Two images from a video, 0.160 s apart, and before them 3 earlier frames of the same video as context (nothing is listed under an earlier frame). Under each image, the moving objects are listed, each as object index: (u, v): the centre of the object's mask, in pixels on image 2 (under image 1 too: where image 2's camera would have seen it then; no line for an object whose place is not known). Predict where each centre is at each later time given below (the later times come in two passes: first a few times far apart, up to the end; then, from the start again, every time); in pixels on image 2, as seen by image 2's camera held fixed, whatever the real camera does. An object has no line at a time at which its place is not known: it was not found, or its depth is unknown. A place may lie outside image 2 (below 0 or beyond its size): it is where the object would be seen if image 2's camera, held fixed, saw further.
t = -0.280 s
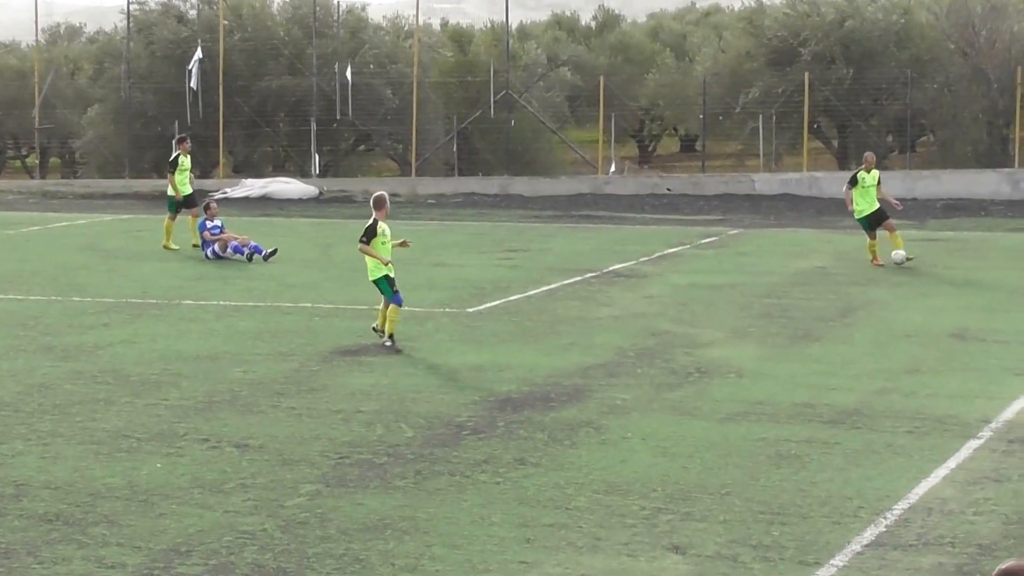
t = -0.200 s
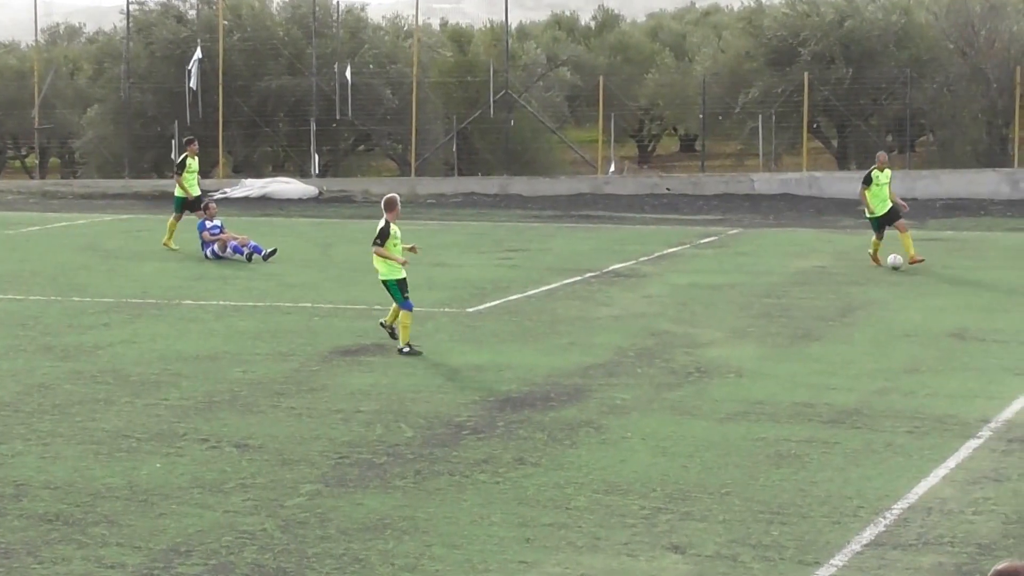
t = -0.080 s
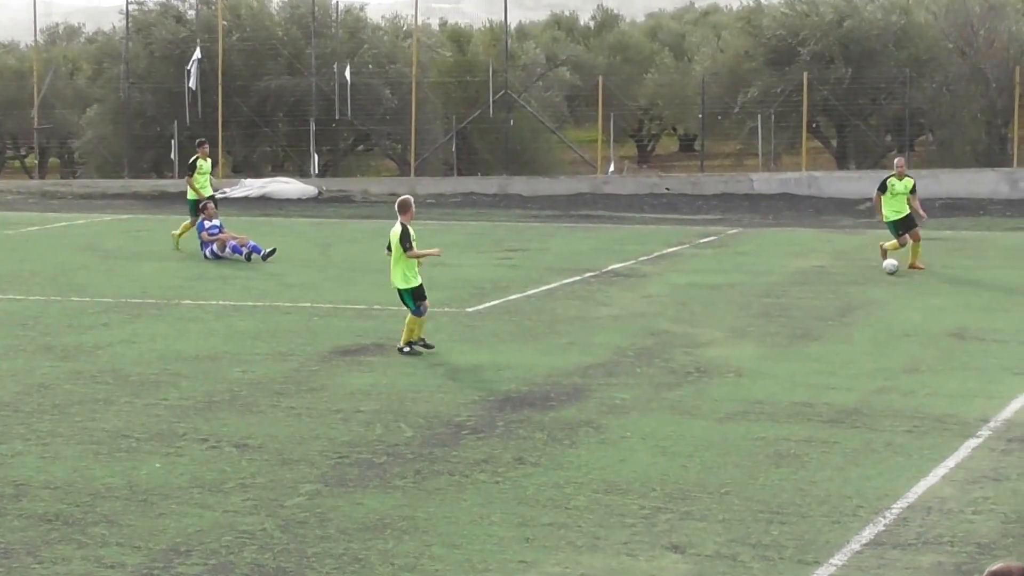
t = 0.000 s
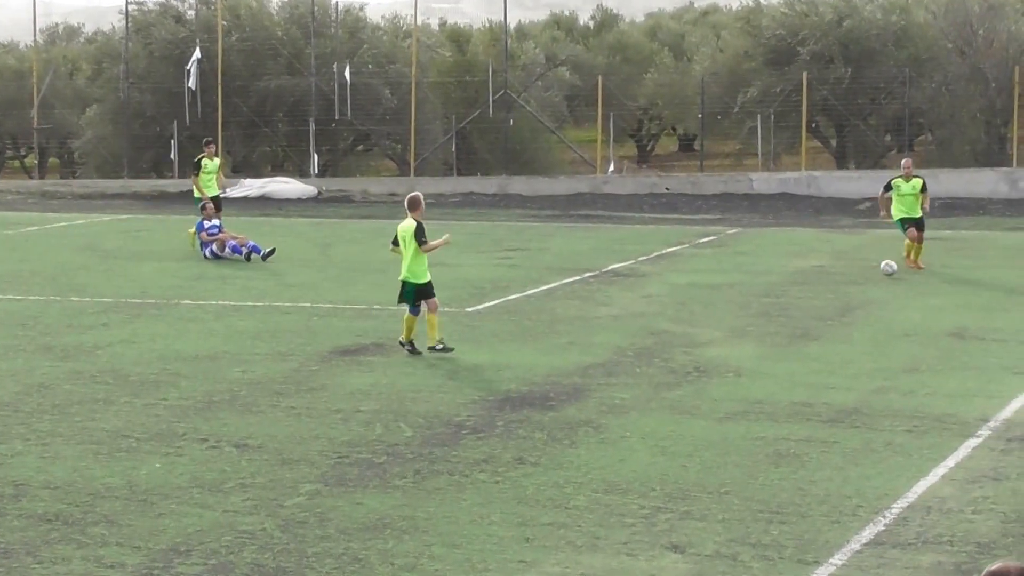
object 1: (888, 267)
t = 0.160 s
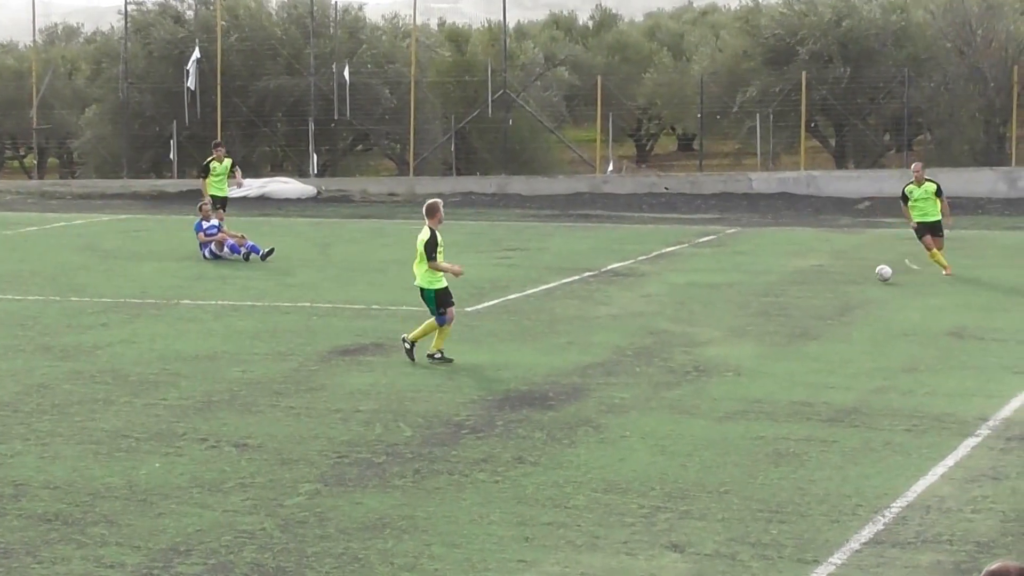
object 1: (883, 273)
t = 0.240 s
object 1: (882, 277)
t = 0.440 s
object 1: (878, 281)
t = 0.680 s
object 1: (875, 288)
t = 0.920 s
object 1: (868, 300)
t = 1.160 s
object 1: (862, 308)
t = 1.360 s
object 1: (856, 315)
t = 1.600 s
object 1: (848, 321)
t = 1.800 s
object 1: (840, 332)
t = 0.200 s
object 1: (882, 276)
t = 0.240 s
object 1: (882, 277)
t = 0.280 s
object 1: (881, 277)
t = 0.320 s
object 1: (880, 278)
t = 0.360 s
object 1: (880, 282)
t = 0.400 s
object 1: (879, 281)
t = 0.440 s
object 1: (878, 281)
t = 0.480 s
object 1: (878, 282)
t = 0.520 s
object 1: (877, 285)
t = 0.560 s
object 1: (876, 288)
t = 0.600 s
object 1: (876, 288)
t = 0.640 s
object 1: (875, 287)
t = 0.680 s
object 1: (875, 288)
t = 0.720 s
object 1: (873, 291)
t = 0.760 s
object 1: (872, 294)
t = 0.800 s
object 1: (871, 296)
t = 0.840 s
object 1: (871, 296)
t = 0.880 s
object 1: (870, 297)
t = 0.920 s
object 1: (868, 300)
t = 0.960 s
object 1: (867, 301)
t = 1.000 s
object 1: (866, 302)
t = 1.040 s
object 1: (865, 304)
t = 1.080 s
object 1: (864, 306)
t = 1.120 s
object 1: (863, 306)
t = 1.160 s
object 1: (862, 308)
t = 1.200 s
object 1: (860, 310)
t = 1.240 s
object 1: (859, 310)
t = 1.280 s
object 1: (858, 312)
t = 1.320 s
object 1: (857, 315)
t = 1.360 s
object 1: (856, 315)
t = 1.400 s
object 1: (854, 316)
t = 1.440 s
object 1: (853, 318)
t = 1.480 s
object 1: (852, 320)
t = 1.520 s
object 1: (851, 319)
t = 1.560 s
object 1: (849, 319)
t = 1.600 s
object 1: (848, 321)
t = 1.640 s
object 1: (847, 325)
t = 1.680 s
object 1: (845, 328)
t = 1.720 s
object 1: (844, 328)
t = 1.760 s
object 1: (842, 329)
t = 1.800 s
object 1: (840, 332)
